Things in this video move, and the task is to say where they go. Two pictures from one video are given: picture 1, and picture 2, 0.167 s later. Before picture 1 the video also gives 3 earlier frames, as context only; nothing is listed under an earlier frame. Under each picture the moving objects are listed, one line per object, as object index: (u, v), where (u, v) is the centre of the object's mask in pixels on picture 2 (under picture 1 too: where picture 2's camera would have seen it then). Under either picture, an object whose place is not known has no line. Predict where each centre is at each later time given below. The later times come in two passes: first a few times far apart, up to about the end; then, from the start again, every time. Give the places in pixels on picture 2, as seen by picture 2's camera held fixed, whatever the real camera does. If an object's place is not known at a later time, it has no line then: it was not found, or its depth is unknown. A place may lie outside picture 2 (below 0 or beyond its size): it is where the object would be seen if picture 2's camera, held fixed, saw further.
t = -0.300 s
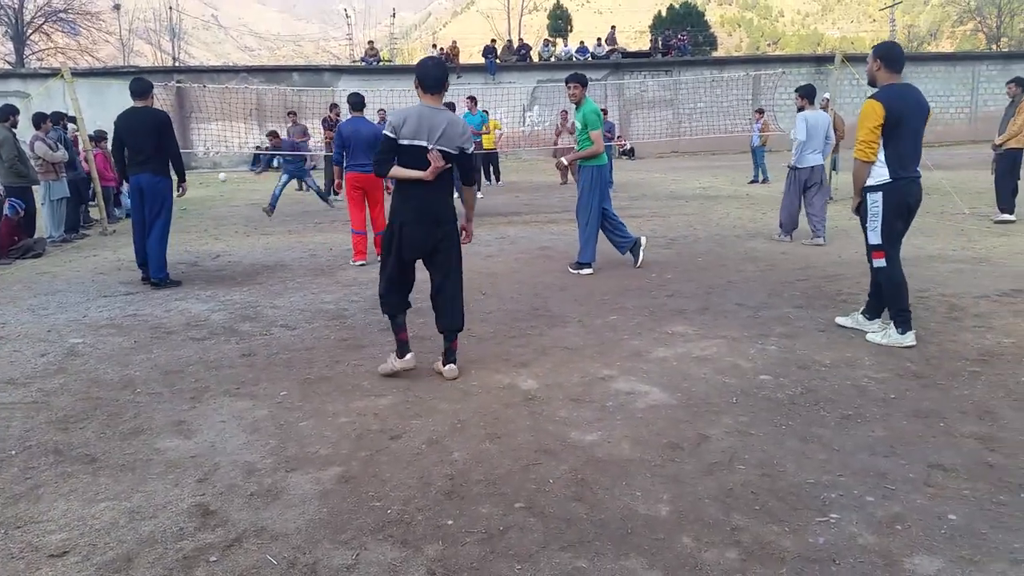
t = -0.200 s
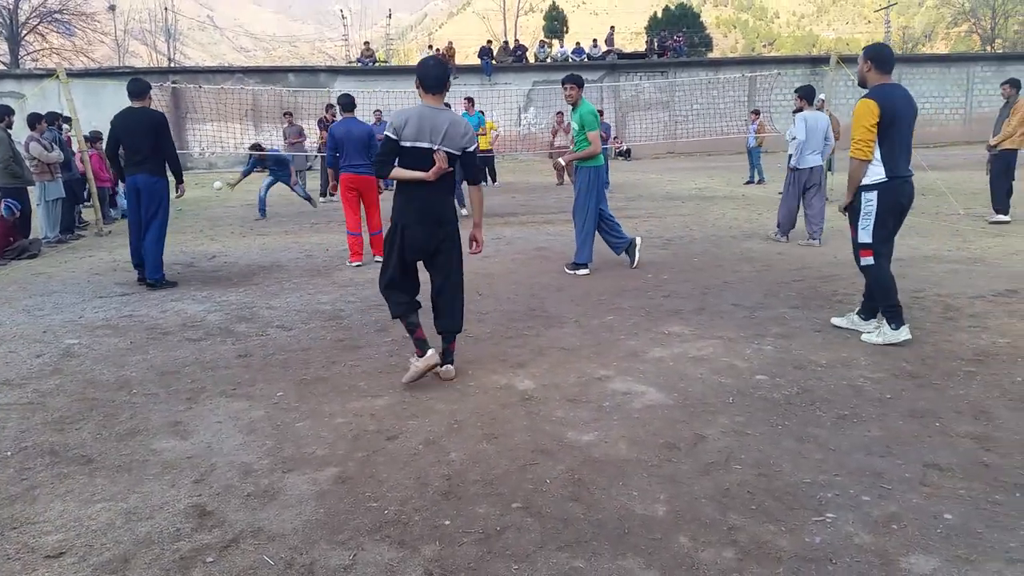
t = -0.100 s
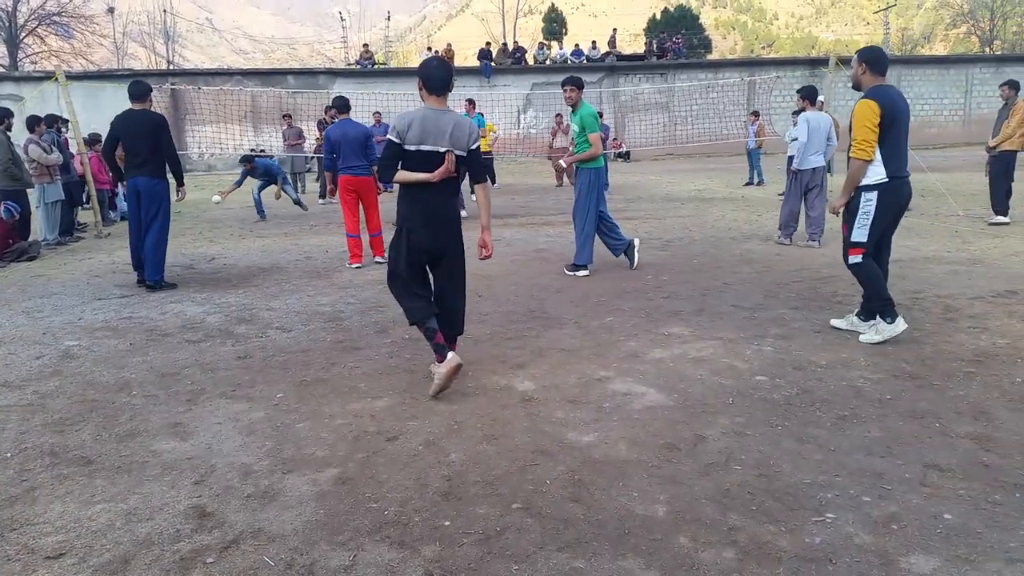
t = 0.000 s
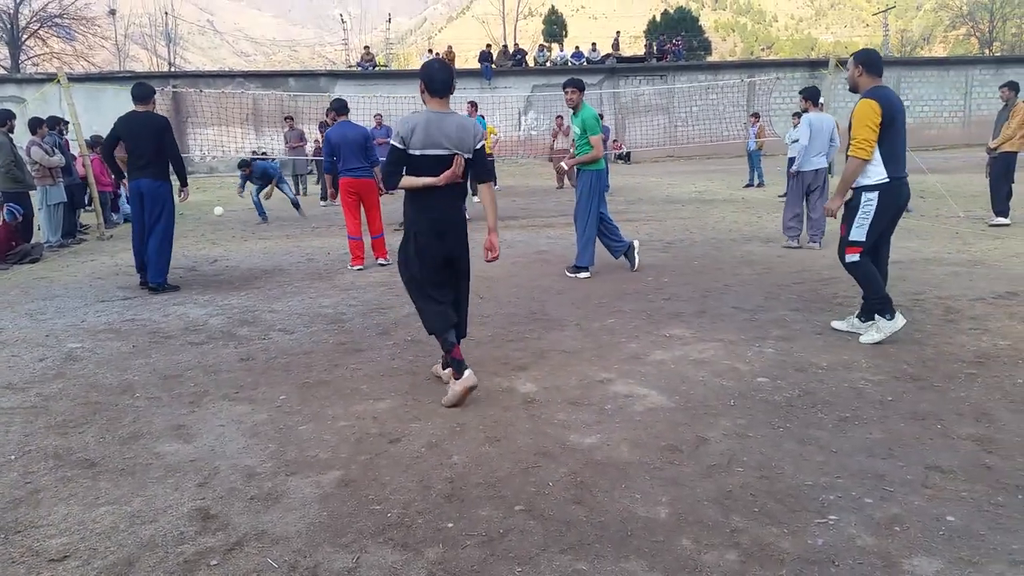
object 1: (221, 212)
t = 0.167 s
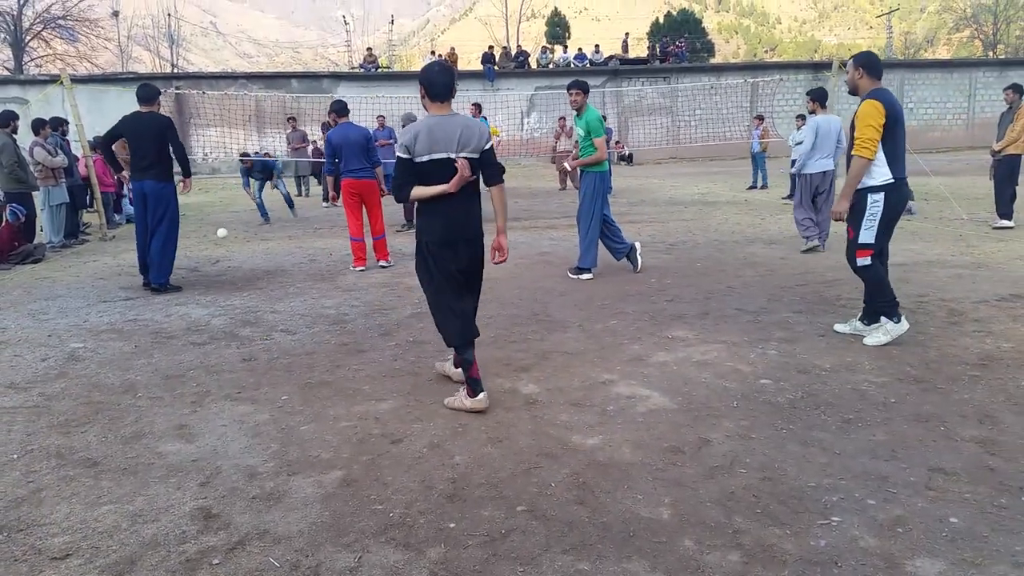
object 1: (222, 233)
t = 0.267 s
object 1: (221, 228)
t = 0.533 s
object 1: (223, 254)
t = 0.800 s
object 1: (237, 266)
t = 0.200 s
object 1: (221, 231)
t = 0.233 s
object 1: (221, 228)
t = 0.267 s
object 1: (221, 228)
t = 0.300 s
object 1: (221, 227)
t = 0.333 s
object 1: (221, 228)
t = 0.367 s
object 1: (221, 229)
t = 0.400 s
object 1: (221, 232)
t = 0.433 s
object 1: (221, 236)
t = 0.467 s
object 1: (222, 241)
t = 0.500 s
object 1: (222, 246)
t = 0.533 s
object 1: (223, 254)
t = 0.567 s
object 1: (224, 252)
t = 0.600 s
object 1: (225, 252)
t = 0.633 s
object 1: (226, 251)
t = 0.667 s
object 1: (228, 251)
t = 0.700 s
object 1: (230, 253)
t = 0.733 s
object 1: (232, 255)
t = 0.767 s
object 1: (234, 260)
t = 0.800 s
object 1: (237, 266)
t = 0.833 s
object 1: (239, 273)
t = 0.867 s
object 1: (242, 275)
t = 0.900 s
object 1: (243, 273)
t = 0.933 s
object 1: (244, 272)
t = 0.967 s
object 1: (245, 273)
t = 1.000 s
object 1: (247, 274)
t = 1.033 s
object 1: (249, 277)
